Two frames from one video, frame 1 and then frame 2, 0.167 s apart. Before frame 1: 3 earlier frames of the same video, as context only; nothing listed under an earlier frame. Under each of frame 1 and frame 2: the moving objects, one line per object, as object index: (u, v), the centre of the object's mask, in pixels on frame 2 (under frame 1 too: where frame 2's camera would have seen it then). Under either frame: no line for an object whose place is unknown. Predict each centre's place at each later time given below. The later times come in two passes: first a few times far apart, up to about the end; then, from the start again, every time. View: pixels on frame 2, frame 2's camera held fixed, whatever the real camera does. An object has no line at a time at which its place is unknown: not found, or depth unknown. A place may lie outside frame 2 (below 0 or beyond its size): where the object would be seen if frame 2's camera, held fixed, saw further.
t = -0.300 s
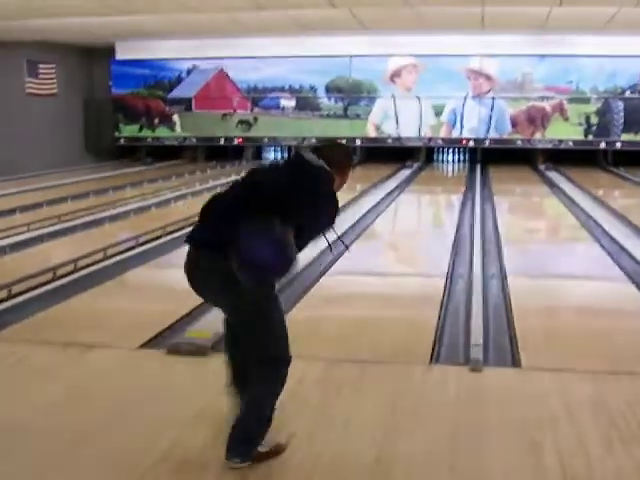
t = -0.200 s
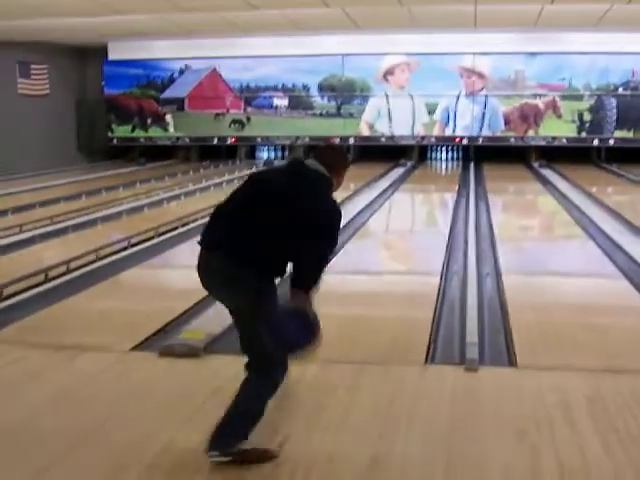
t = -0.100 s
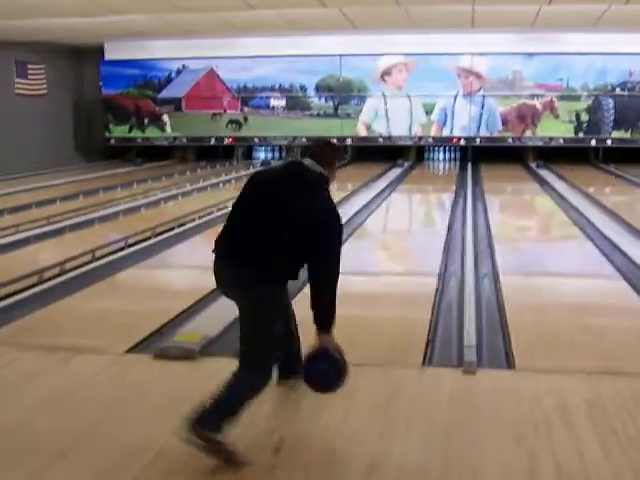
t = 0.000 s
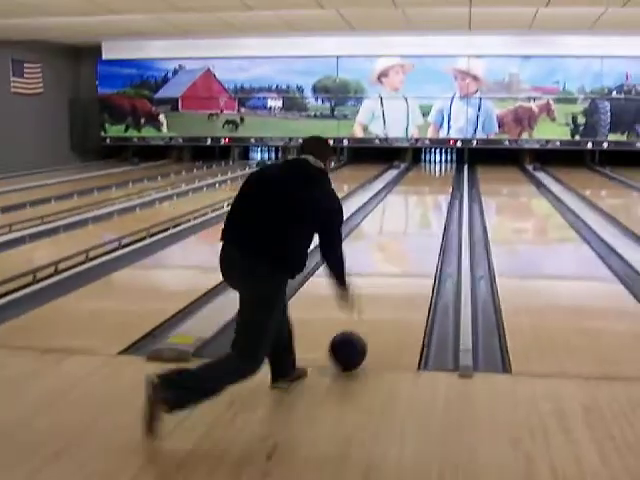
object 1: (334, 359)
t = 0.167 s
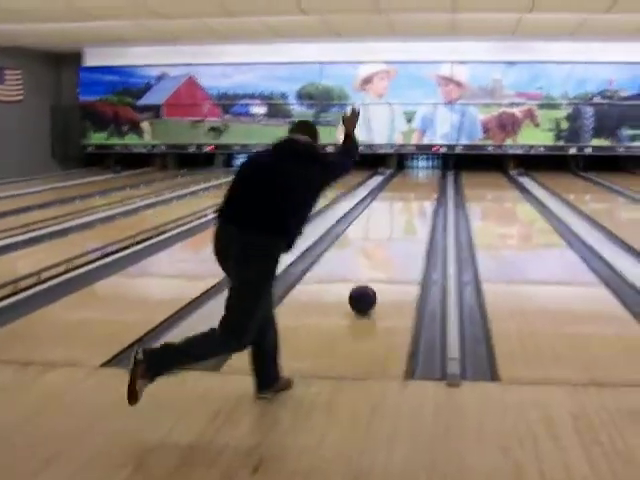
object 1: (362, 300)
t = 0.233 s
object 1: (370, 283)
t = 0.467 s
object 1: (388, 243)
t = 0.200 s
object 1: (366, 291)
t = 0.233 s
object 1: (370, 283)
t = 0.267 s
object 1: (373, 276)
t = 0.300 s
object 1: (376, 269)
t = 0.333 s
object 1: (379, 263)
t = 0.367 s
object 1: (382, 257)
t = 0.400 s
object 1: (384, 252)
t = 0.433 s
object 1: (386, 248)
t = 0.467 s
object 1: (388, 243)
